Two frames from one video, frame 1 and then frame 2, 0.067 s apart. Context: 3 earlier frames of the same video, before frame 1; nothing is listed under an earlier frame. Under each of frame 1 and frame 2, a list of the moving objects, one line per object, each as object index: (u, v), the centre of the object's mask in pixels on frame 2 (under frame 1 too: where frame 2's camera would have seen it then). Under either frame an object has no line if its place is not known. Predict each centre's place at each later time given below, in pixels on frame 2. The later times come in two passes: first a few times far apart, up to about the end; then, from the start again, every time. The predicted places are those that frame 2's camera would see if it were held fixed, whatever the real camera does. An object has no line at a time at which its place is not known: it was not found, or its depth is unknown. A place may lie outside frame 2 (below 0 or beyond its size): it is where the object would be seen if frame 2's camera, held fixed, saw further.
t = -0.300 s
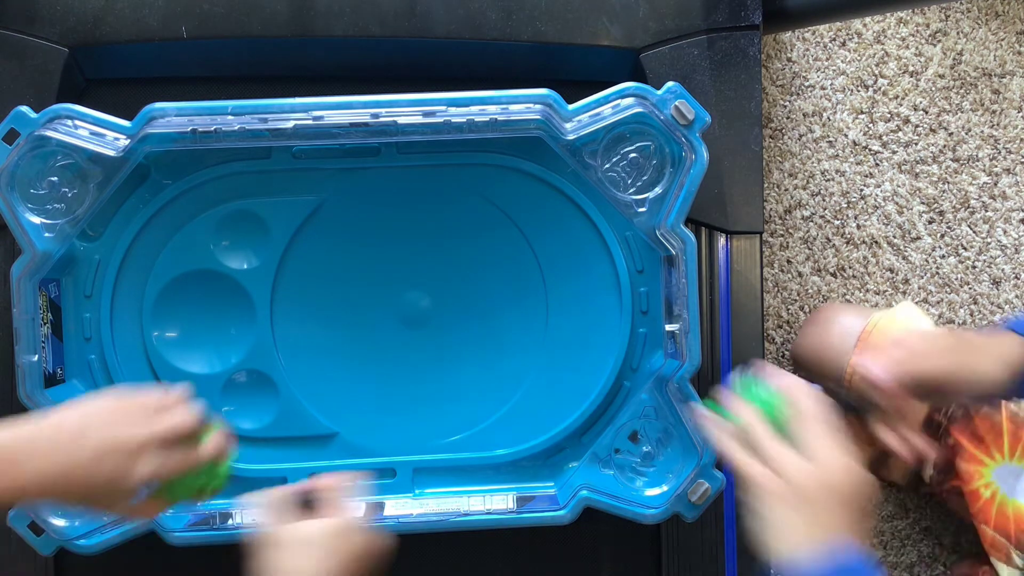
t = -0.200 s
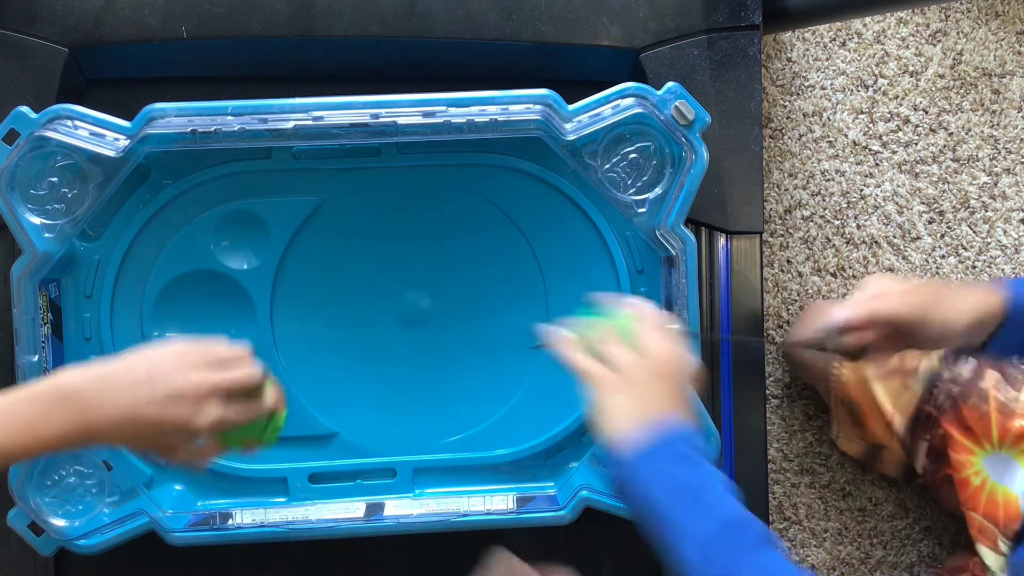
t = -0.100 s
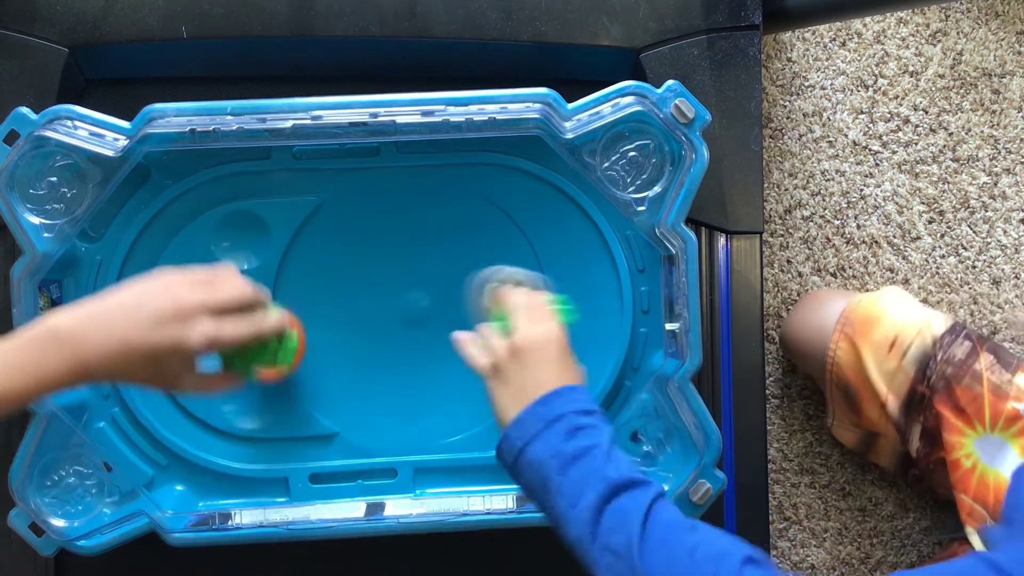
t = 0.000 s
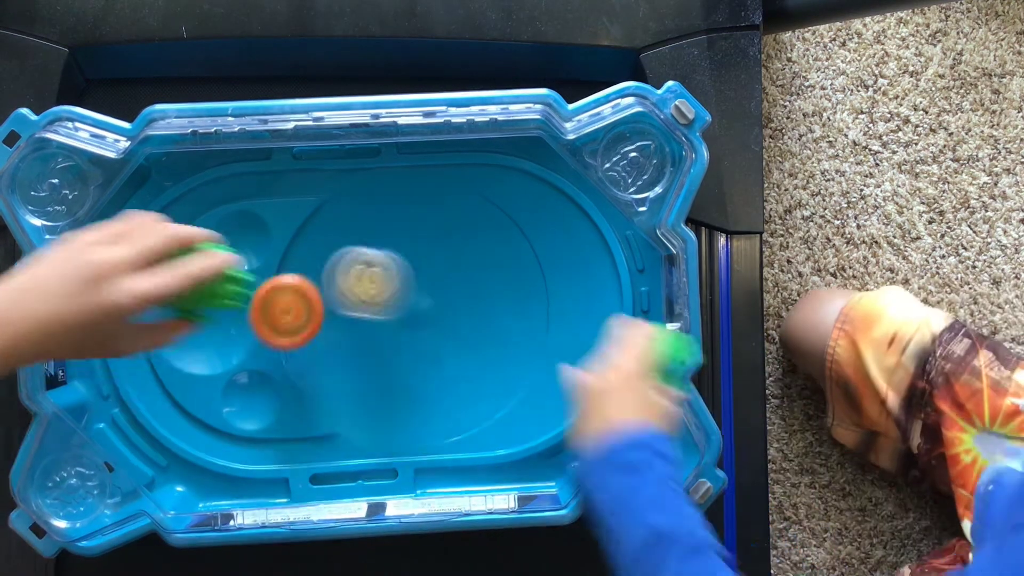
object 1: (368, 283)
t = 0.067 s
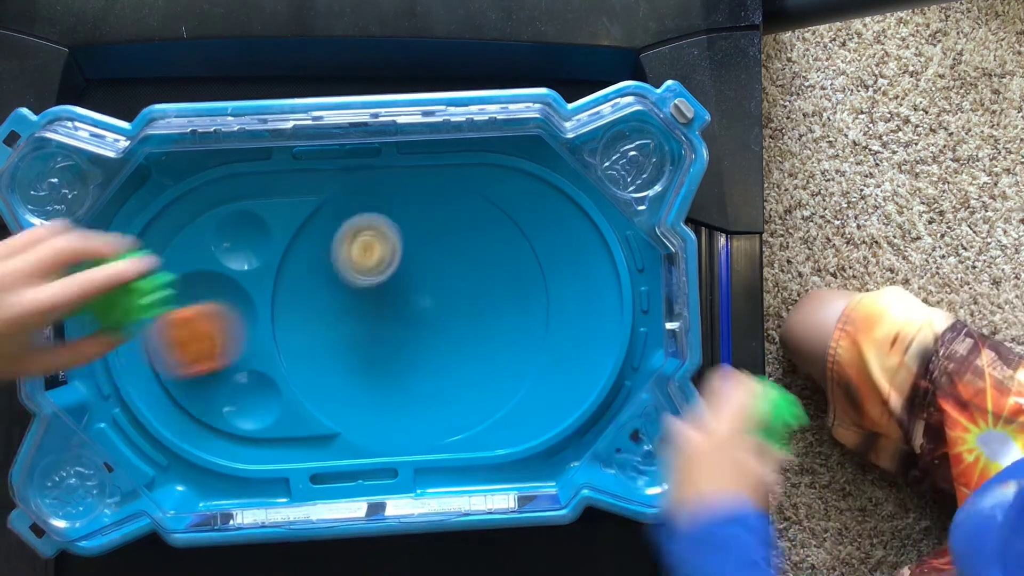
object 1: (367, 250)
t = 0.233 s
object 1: (404, 239)
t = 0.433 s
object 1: (410, 303)
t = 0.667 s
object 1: (433, 377)
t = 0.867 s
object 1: (462, 405)
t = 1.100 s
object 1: (473, 395)
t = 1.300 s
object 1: (438, 384)
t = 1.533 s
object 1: (382, 379)
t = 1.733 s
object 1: (360, 331)
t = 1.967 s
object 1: (342, 341)
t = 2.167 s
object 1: (363, 351)
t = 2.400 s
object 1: (402, 345)
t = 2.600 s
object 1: (427, 338)
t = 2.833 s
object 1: (436, 342)
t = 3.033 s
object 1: (432, 354)
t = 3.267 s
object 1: (423, 376)
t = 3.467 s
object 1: (409, 392)
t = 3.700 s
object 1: (391, 396)
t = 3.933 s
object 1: (374, 384)
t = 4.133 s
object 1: (364, 369)
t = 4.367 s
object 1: (369, 350)
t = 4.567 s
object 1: (382, 337)
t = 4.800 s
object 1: (402, 333)
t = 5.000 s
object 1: (401, 349)
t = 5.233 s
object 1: (415, 366)
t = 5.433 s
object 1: (424, 382)
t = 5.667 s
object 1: (421, 392)
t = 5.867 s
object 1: (407, 395)
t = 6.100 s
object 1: (381, 391)
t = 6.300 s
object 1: (367, 380)
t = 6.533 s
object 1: (363, 361)
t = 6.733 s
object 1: (373, 344)
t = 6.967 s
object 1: (397, 330)
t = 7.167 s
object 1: (401, 344)
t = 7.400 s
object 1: (415, 362)
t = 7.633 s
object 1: (426, 383)
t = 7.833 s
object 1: (423, 392)
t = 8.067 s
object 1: (406, 393)
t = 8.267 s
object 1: (386, 387)
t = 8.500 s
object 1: (370, 369)
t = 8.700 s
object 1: (368, 355)
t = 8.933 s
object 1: (384, 339)
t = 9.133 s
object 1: (405, 335)
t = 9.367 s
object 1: (412, 354)
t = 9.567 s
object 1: (419, 371)
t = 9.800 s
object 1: (418, 389)
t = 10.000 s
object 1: (406, 394)
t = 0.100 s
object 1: (375, 239)
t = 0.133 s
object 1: (384, 233)
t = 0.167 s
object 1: (392, 231)
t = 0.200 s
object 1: (398, 234)
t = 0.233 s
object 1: (404, 239)
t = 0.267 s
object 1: (408, 248)
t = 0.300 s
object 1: (411, 258)
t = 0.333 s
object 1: (412, 269)
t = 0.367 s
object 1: (411, 280)
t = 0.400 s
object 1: (411, 293)
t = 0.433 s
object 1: (410, 303)
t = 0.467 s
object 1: (411, 313)
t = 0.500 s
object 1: (413, 321)
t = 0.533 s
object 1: (417, 331)
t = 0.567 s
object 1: (420, 343)
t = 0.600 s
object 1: (424, 355)
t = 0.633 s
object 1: (428, 366)
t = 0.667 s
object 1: (433, 377)
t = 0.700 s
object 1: (437, 385)
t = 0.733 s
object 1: (442, 392)
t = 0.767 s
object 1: (448, 397)
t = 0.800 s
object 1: (453, 401)
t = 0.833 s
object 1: (458, 404)
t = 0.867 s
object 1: (462, 405)
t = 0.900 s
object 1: (466, 406)
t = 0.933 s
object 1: (470, 406)
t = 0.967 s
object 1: (472, 405)
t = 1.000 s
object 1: (474, 403)
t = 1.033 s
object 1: (475, 400)
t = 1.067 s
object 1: (474, 397)
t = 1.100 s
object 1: (473, 395)
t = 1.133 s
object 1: (470, 392)
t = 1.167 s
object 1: (466, 390)
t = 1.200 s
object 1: (460, 388)
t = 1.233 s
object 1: (454, 386)
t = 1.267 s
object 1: (446, 385)
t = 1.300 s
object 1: (438, 384)
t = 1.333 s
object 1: (430, 383)
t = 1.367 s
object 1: (421, 382)
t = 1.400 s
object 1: (412, 382)
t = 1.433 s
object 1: (403, 381)
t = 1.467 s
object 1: (395, 381)
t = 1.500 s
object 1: (388, 382)
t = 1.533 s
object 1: (382, 379)
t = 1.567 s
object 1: (379, 365)
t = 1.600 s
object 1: (375, 354)
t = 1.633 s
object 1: (371, 345)
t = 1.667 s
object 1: (368, 338)
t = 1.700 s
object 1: (364, 334)
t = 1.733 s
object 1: (360, 331)
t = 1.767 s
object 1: (357, 330)
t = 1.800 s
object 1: (353, 330)
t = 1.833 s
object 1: (349, 332)
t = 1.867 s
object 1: (346, 334)
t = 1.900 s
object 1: (343, 336)
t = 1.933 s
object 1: (342, 339)
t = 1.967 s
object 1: (342, 341)
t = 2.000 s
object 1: (343, 344)
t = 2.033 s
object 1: (345, 346)
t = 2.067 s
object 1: (349, 348)
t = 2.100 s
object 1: (354, 349)
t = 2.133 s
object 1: (359, 350)
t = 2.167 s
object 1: (363, 351)
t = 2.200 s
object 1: (369, 351)
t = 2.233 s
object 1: (374, 350)
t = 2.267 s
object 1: (380, 350)
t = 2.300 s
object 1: (385, 349)
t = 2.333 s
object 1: (391, 347)
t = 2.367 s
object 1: (397, 346)
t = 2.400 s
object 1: (402, 345)
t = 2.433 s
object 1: (408, 343)
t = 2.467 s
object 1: (413, 341)
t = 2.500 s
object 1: (417, 339)
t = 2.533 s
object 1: (421, 338)
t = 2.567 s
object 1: (424, 338)
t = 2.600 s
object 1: (427, 338)
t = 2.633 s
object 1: (430, 338)
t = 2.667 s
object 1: (432, 338)
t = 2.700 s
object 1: (433, 339)
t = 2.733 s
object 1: (435, 339)
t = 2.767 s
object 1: (435, 340)
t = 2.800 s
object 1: (436, 341)
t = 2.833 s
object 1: (436, 342)
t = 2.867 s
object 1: (436, 343)
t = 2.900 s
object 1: (435, 345)
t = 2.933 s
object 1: (435, 347)
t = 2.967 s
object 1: (434, 349)
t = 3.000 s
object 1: (433, 352)
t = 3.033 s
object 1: (432, 354)
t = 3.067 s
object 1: (431, 357)
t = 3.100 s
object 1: (429, 360)
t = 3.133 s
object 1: (428, 363)
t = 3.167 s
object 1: (427, 366)
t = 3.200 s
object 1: (426, 370)
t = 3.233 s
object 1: (425, 373)
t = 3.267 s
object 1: (423, 376)
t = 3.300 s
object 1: (422, 380)
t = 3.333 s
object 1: (419, 383)
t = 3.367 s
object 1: (417, 385)
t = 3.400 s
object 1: (415, 388)
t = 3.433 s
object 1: (412, 390)
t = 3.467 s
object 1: (409, 392)
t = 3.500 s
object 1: (407, 393)
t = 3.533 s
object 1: (404, 394)
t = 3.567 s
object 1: (401, 395)
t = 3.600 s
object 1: (398, 396)
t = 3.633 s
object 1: (396, 396)
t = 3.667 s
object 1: (393, 396)
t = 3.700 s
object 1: (391, 396)
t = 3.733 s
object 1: (388, 395)
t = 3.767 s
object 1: (386, 394)
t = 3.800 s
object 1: (384, 392)
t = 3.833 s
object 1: (381, 391)
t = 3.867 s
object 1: (379, 388)
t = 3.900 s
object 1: (377, 386)
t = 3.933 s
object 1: (374, 384)
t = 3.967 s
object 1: (372, 382)
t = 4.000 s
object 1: (370, 379)
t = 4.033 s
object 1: (368, 377)
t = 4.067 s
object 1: (366, 374)
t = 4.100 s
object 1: (365, 371)
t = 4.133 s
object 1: (364, 369)
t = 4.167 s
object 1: (364, 366)
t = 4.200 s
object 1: (364, 363)
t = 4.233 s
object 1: (364, 360)
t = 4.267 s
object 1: (365, 358)
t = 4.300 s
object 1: (366, 355)
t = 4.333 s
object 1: (368, 352)
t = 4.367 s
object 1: (369, 350)
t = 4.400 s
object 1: (370, 347)
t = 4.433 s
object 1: (372, 345)
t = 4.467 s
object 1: (374, 343)
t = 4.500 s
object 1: (376, 341)
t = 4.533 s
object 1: (378, 339)
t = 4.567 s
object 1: (382, 337)
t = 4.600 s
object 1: (385, 335)
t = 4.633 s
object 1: (388, 334)
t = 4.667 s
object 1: (392, 333)
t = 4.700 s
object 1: (395, 332)
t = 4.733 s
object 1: (399, 331)
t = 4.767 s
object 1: (401, 332)
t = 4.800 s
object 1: (402, 333)
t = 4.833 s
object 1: (402, 337)
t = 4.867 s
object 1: (401, 340)
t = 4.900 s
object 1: (400, 343)
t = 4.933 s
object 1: (400, 345)
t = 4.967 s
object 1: (400, 347)
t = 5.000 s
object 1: (401, 349)
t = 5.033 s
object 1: (402, 351)
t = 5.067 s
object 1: (404, 354)
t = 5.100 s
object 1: (406, 356)
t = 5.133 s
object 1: (408, 359)
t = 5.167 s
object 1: (410, 361)
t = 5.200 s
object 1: (413, 363)
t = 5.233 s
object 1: (415, 366)
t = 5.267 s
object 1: (417, 369)
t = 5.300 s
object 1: (419, 372)
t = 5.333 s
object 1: (421, 374)
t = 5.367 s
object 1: (423, 377)
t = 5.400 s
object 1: (424, 379)
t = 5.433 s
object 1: (424, 382)
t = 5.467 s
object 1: (425, 384)
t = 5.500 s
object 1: (425, 386)
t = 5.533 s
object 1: (425, 388)
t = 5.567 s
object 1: (424, 389)
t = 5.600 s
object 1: (424, 390)
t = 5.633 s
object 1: (422, 391)
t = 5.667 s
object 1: (421, 392)
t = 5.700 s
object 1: (419, 393)
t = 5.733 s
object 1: (417, 393)
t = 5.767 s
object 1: (415, 394)
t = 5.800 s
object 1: (412, 394)
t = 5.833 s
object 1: (410, 394)
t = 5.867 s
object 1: (407, 395)
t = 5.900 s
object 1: (404, 395)
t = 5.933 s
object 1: (400, 395)
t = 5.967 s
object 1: (396, 395)
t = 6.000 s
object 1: (392, 394)
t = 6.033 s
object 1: (388, 394)
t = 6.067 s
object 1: (384, 393)
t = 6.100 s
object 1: (381, 391)
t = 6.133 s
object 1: (378, 390)
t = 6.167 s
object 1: (375, 388)
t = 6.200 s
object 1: (372, 386)
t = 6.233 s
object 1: (370, 384)
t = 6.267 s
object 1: (368, 382)
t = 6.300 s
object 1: (367, 380)
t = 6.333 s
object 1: (365, 377)
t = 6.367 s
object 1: (364, 375)
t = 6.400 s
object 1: (363, 372)
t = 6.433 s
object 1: (362, 370)
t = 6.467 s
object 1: (362, 367)
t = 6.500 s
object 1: (362, 364)
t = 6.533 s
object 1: (363, 361)
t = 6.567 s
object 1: (364, 358)
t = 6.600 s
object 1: (365, 355)
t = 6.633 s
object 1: (366, 352)
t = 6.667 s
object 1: (368, 349)
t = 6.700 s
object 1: (370, 347)
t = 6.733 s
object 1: (373, 344)
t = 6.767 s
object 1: (376, 342)
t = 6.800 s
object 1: (379, 339)
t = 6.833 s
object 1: (383, 337)
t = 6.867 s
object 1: (386, 335)
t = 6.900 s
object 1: (390, 333)
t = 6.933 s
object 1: (394, 331)
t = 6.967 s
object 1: (397, 330)
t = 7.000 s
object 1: (400, 330)
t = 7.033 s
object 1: (401, 332)
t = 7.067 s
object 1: (401, 335)
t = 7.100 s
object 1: (401, 339)
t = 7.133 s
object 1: (400, 342)
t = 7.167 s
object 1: (401, 344)
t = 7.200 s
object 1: (401, 347)
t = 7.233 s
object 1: (403, 349)
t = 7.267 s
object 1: (404, 352)
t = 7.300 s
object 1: (407, 354)
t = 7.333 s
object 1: (410, 356)
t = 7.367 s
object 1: (413, 359)
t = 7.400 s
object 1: (415, 362)
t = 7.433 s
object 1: (417, 365)
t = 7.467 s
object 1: (419, 369)
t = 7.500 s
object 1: (421, 372)
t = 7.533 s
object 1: (423, 375)
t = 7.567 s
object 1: (424, 377)
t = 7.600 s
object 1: (426, 380)
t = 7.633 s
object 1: (426, 383)
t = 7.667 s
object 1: (427, 385)
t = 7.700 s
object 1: (427, 387)
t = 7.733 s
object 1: (426, 389)
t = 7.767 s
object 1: (425, 390)
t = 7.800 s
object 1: (424, 391)
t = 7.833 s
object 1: (423, 392)
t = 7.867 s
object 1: (422, 393)
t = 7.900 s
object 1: (419, 394)
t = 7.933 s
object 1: (417, 394)
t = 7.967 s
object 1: (414, 394)
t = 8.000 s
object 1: (412, 394)
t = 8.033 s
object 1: (409, 394)
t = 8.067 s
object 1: (406, 393)
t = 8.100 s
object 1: (402, 393)
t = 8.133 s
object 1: (399, 392)
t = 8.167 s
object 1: (396, 391)
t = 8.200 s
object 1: (392, 390)
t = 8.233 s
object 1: (389, 388)
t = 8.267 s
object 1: (386, 387)
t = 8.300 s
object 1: (382, 384)
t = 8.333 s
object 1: (379, 382)
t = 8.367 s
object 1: (377, 380)
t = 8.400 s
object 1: (374, 377)
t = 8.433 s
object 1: (373, 374)
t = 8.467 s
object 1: (371, 372)
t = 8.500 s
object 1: (370, 369)
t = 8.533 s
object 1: (369, 367)
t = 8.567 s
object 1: (368, 365)
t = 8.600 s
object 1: (367, 363)
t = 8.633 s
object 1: (367, 360)
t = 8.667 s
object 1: (367, 358)
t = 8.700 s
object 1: (368, 355)
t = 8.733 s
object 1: (369, 353)
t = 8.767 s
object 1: (371, 350)
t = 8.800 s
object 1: (373, 348)
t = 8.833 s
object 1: (375, 345)
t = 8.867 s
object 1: (378, 343)
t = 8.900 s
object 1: (381, 341)
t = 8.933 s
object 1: (384, 339)
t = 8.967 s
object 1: (388, 337)
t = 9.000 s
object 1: (392, 335)
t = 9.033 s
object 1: (396, 334)
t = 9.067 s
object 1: (400, 333)
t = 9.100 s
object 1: (403, 333)
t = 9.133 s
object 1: (405, 335)
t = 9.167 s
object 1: (406, 338)
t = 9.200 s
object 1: (407, 342)
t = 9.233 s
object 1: (407, 345)
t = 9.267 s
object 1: (408, 347)
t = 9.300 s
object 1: (409, 350)
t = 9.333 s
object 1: (411, 352)
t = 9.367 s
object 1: (412, 354)
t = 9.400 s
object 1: (414, 356)
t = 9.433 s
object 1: (415, 359)
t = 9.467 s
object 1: (416, 361)
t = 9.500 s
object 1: (417, 365)
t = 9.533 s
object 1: (418, 368)
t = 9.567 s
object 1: (419, 371)
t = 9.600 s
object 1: (419, 374)
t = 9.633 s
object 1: (420, 377)
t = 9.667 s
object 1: (420, 380)
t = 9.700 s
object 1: (419, 382)
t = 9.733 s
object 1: (419, 385)
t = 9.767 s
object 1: (419, 387)
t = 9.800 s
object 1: (418, 389)
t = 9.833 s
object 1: (416, 391)
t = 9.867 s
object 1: (415, 392)
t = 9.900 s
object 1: (413, 393)
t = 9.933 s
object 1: (411, 394)
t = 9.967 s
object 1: (409, 394)
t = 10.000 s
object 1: (406, 394)
